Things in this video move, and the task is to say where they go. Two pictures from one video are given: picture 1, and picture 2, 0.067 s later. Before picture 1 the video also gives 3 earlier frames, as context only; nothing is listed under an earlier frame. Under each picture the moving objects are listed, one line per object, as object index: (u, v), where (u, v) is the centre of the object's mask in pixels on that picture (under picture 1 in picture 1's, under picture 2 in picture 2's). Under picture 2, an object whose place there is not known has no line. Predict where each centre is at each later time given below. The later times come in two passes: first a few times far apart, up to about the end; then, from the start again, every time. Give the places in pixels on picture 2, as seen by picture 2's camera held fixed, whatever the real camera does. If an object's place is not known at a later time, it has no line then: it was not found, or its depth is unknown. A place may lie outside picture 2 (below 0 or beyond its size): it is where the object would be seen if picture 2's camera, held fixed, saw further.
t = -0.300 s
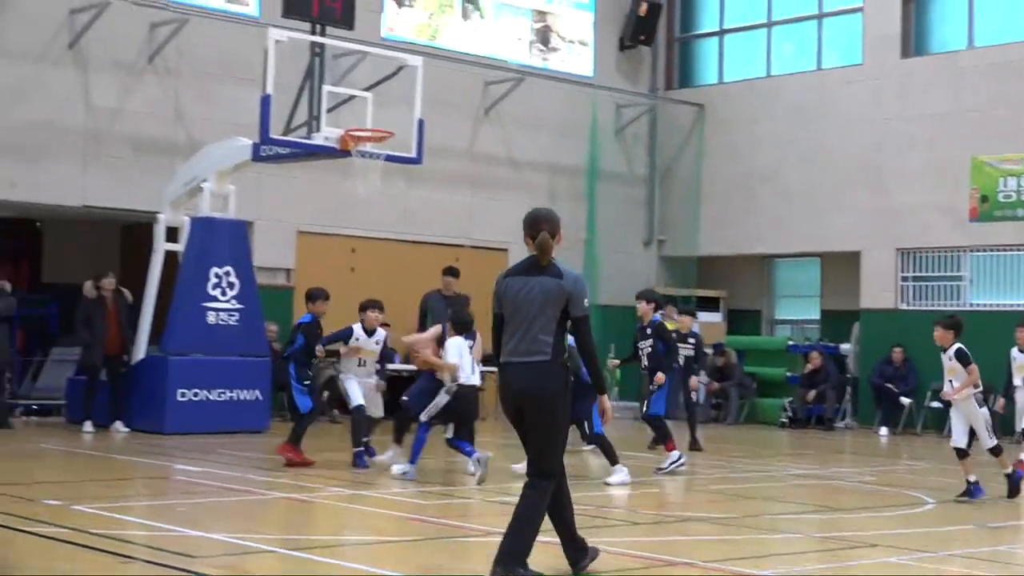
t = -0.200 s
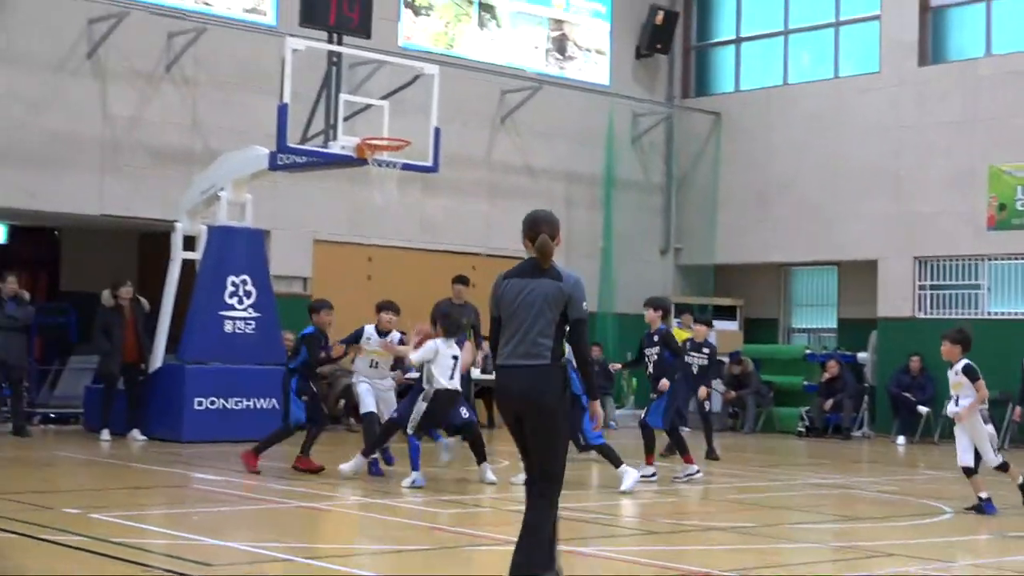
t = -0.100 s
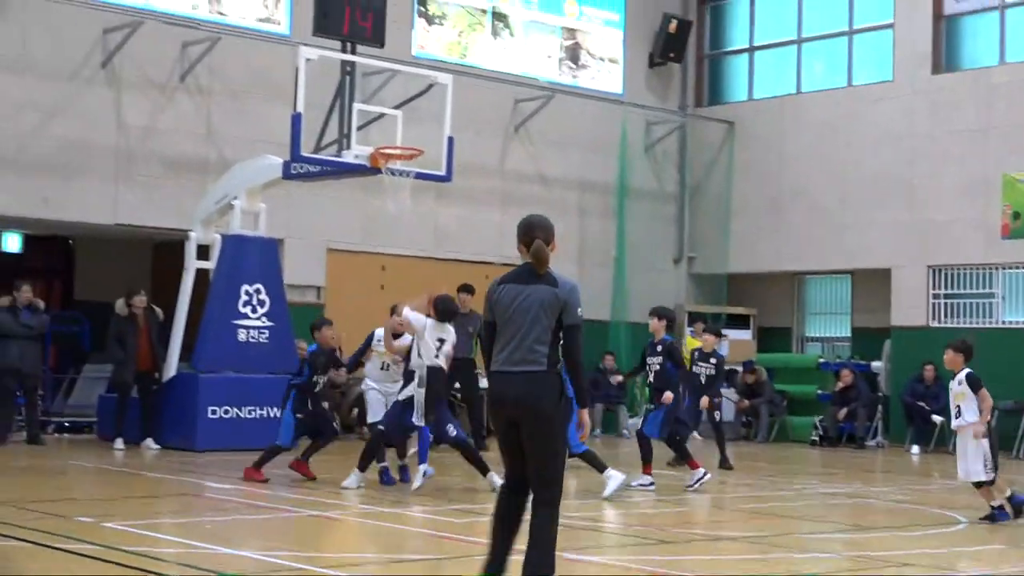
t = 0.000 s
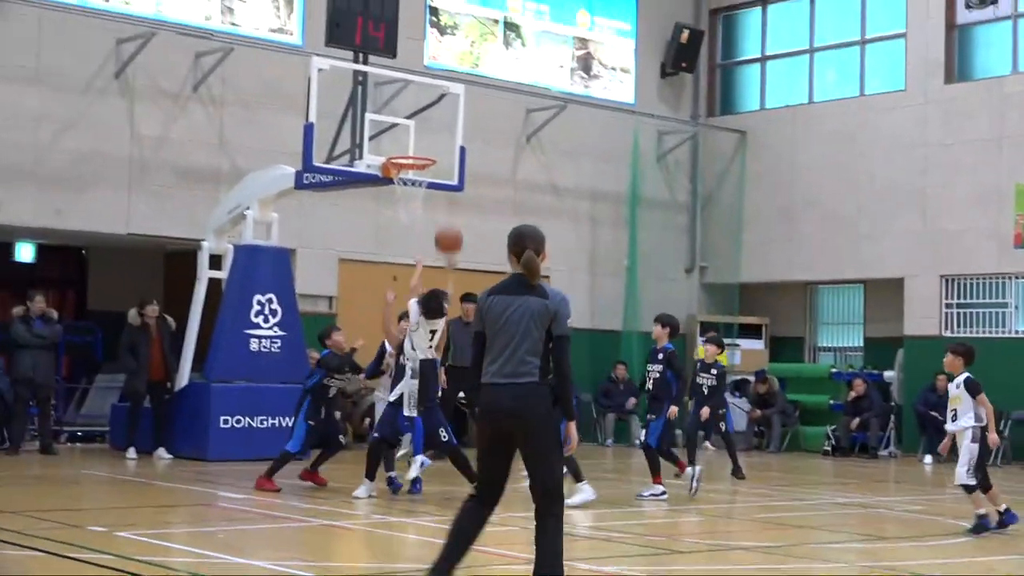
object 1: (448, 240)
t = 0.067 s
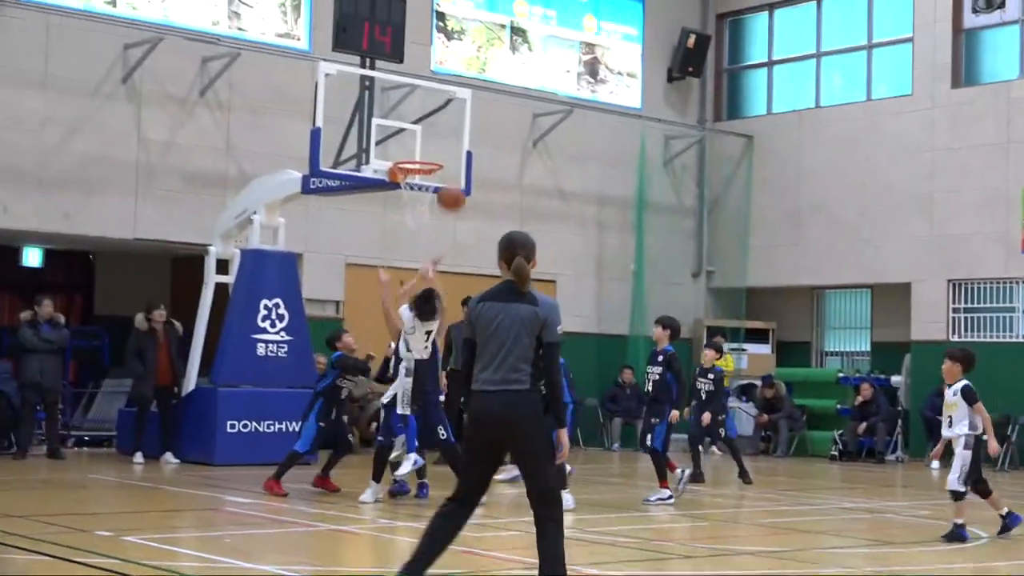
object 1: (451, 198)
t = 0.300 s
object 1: (438, 80)
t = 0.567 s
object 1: (423, 29)
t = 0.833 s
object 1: (408, 56)
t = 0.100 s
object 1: (449, 177)
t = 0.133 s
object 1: (447, 157)
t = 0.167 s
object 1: (445, 138)
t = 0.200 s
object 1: (444, 120)
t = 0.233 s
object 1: (442, 106)
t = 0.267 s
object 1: (441, 92)
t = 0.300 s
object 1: (438, 80)
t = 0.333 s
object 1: (437, 68)
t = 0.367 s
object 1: (435, 59)
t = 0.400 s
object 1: (433, 50)
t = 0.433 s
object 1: (431, 44)
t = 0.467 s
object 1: (429, 38)
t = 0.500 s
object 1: (427, 34)
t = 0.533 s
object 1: (425, 31)
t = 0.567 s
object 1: (423, 29)
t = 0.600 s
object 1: (421, 29)
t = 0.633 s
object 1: (420, 29)
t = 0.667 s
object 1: (418, 31)
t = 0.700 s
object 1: (415, 34)
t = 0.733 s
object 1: (413, 39)
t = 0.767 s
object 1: (411, 44)
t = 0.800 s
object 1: (409, 48)
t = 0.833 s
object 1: (408, 56)
